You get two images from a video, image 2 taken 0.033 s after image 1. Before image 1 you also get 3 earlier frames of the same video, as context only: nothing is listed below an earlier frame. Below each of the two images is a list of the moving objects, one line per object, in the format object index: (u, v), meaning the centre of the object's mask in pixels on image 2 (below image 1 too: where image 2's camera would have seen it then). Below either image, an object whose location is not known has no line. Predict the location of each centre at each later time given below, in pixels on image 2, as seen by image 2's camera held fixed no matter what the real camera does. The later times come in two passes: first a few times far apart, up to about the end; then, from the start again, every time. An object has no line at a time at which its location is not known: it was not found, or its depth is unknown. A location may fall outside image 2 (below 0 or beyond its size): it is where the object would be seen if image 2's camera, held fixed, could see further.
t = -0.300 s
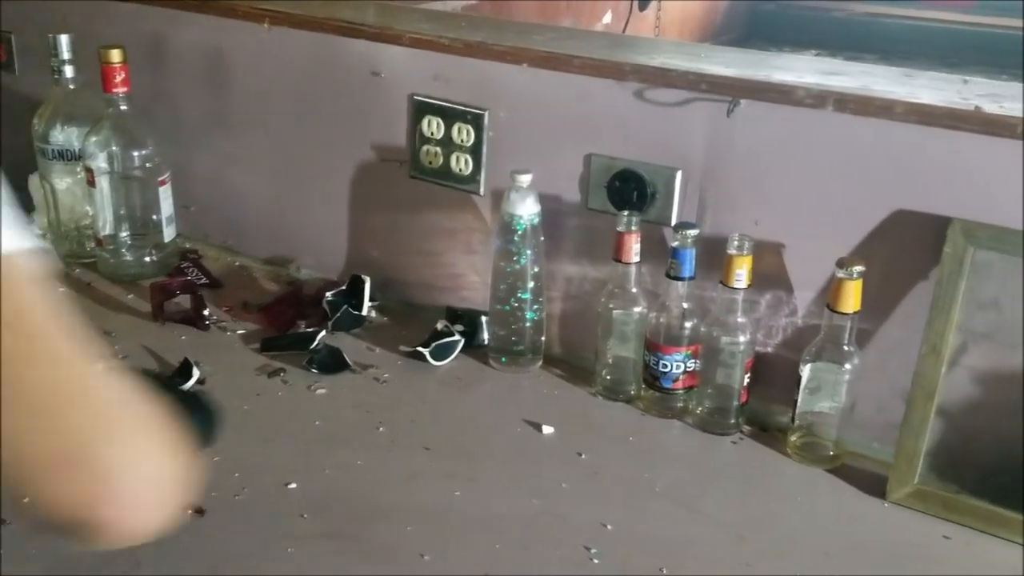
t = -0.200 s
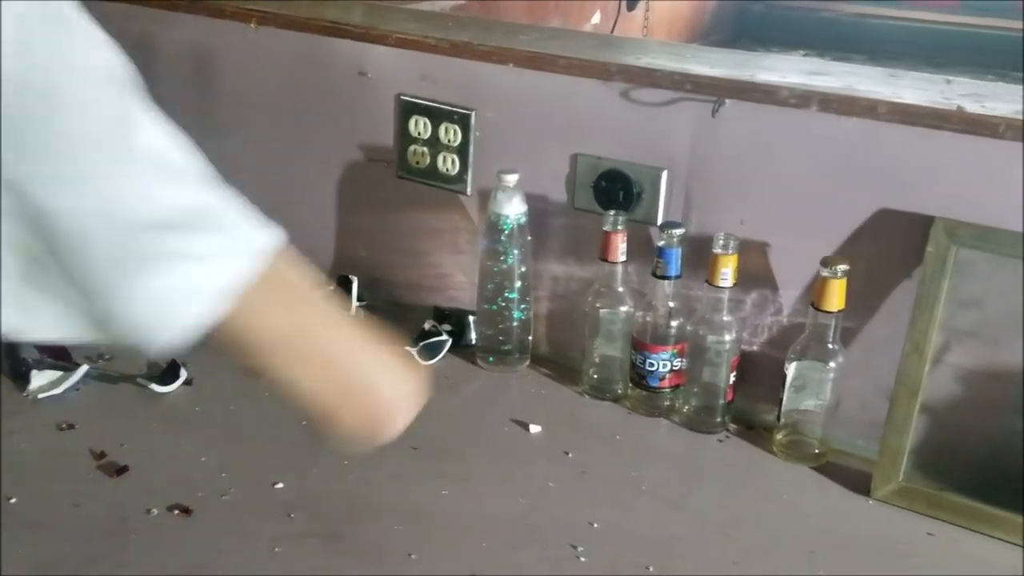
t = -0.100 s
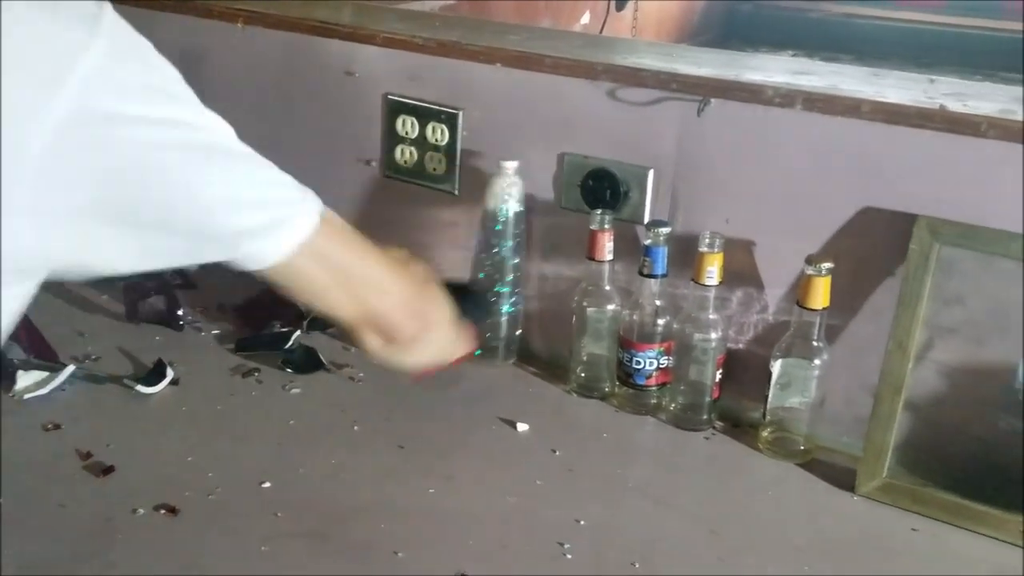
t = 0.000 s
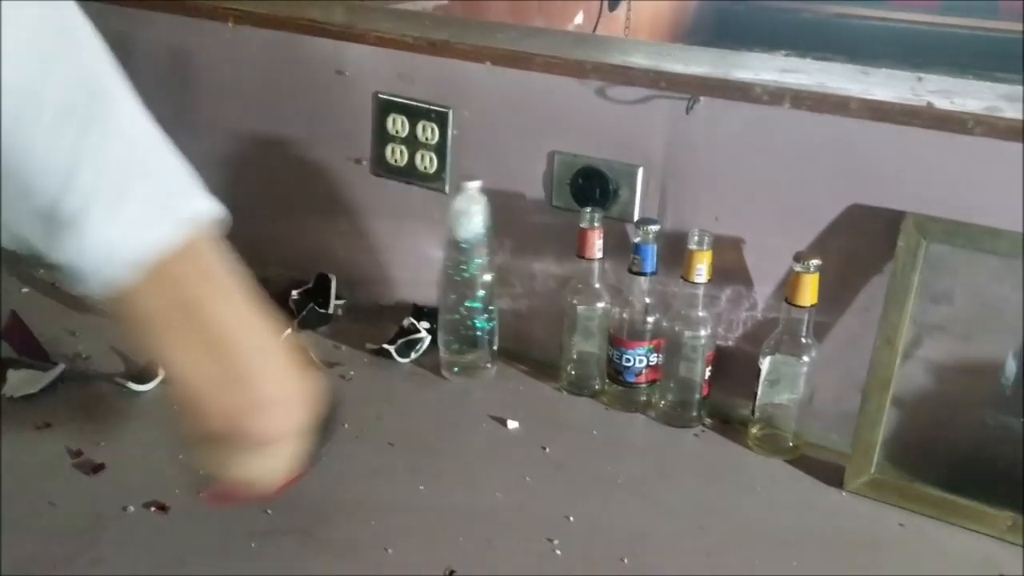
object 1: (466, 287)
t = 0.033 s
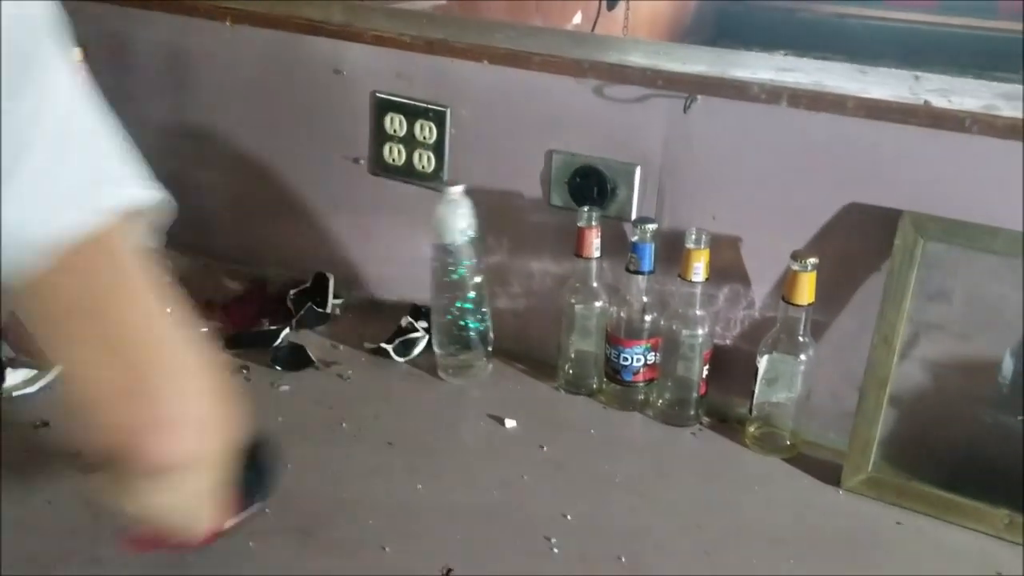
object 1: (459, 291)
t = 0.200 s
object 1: (422, 312)
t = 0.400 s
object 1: (373, 380)
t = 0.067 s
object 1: (453, 294)
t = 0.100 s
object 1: (446, 296)
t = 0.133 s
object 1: (439, 299)
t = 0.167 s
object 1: (431, 304)
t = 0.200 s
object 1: (422, 312)
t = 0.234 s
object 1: (411, 327)
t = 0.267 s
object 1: (394, 346)
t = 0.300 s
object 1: (391, 379)
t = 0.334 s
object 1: (390, 389)
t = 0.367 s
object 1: (381, 382)
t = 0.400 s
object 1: (373, 380)
